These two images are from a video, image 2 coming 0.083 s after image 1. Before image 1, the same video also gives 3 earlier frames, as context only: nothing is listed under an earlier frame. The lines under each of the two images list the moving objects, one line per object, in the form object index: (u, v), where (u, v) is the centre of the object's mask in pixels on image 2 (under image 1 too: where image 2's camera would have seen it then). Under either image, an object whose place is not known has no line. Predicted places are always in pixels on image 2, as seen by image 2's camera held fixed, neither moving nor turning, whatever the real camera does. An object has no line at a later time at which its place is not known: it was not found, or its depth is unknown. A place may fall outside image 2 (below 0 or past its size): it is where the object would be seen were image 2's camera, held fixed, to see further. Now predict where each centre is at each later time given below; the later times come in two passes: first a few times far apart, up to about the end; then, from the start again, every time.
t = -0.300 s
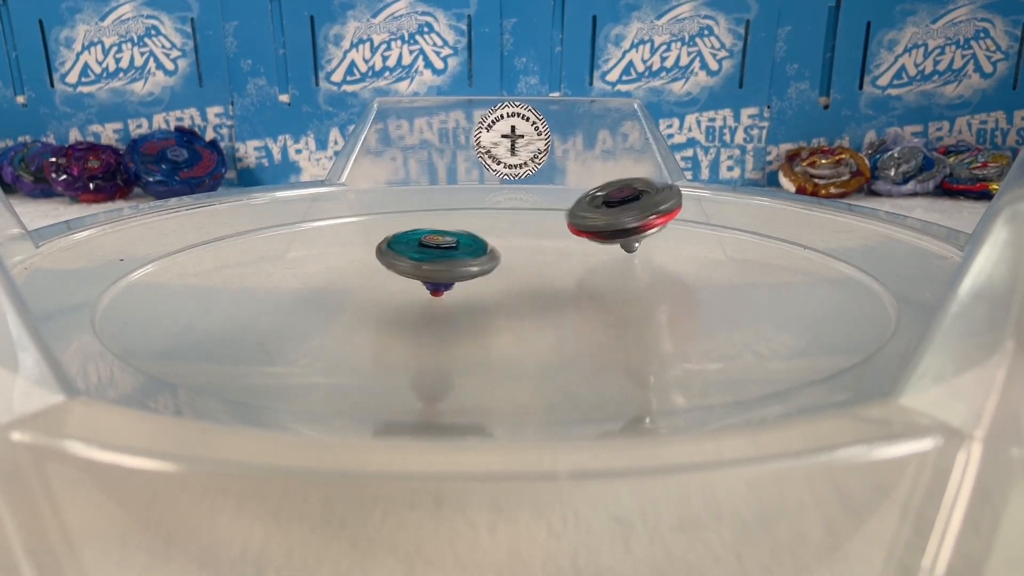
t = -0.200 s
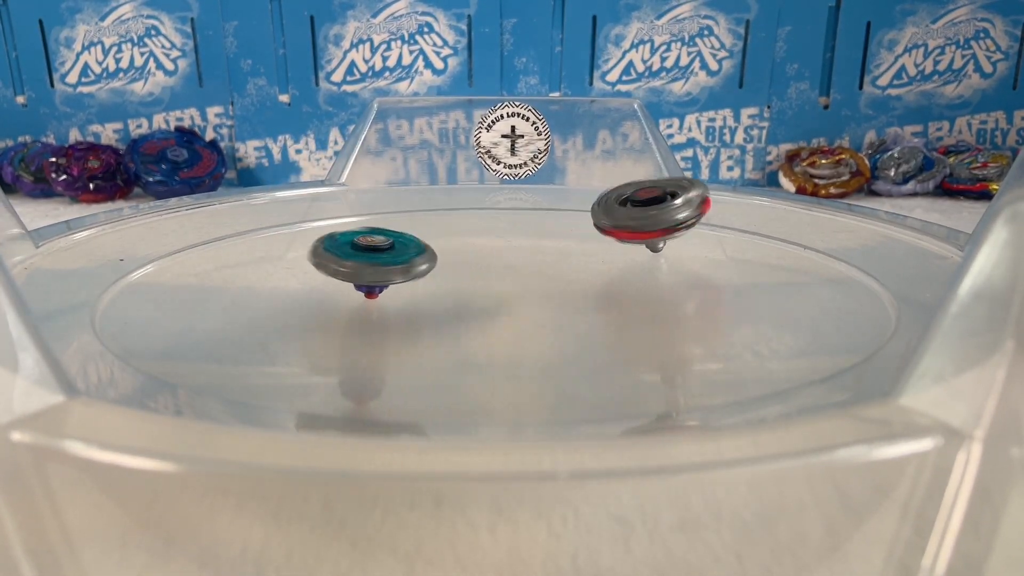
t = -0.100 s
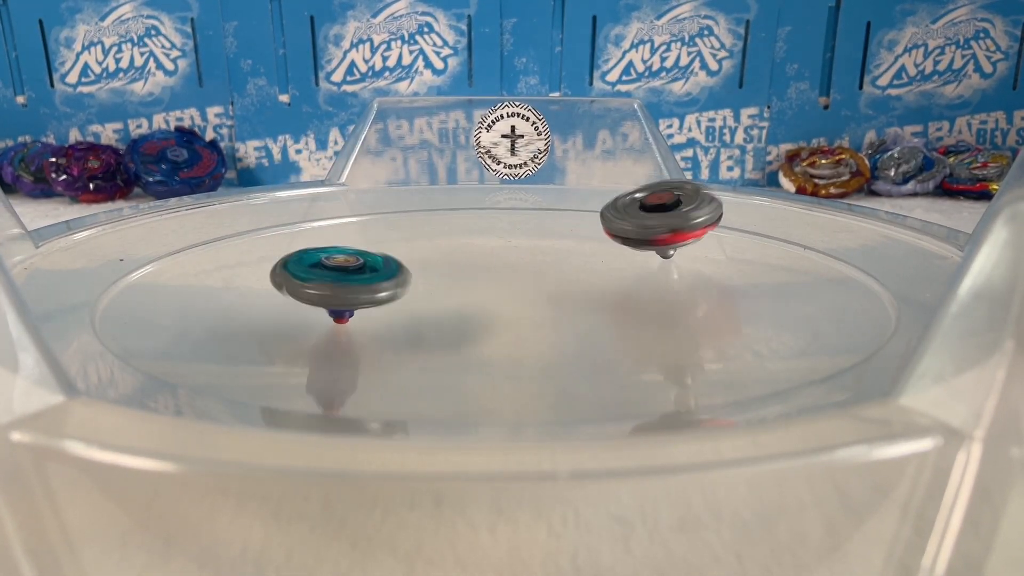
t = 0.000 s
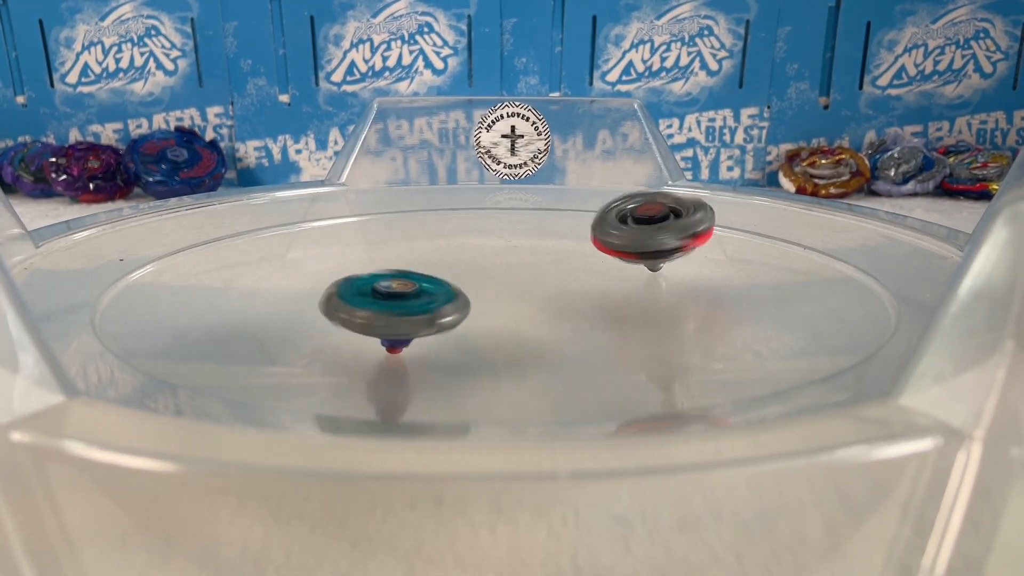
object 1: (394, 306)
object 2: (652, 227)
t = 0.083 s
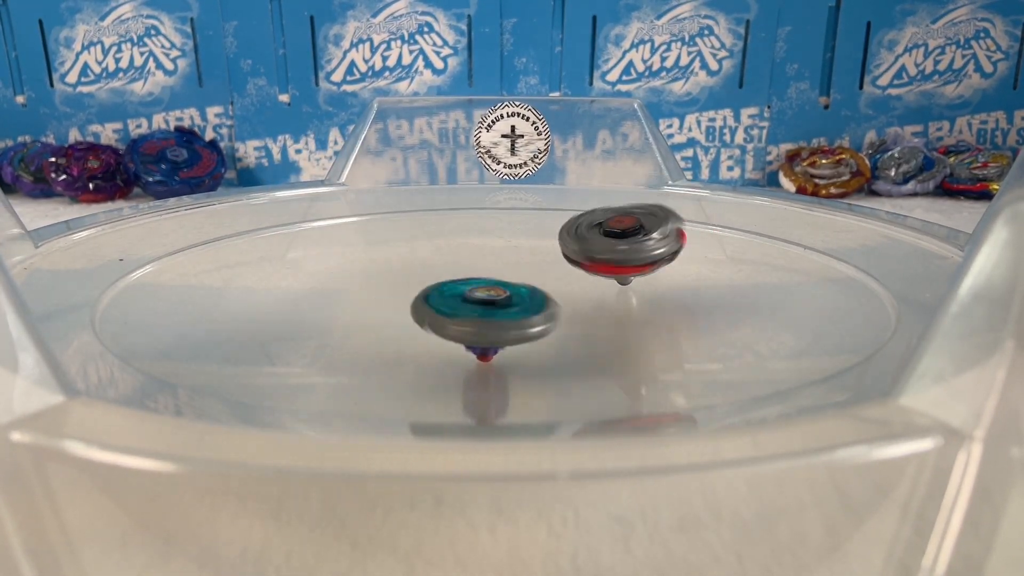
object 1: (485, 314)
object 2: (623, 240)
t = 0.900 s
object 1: (565, 275)
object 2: (292, 308)
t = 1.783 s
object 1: (516, 291)
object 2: (350, 310)
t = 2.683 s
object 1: (551, 266)
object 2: (728, 295)
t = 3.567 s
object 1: (653, 271)
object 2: (526, 228)
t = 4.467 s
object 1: (677, 276)
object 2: (275, 265)
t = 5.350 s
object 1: (531, 287)
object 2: (556, 331)
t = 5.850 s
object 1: (412, 330)
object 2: (697, 276)
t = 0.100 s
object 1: (504, 313)
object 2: (616, 243)
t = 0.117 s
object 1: (522, 311)
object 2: (608, 246)
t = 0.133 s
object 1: (539, 308)
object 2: (600, 247)
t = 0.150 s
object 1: (554, 304)
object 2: (594, 246)
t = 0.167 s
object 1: (559, 308)
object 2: (589, 240)
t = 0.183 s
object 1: (553, 310)
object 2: (598, 218)
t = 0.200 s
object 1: (547, 320)
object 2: (604, 193)
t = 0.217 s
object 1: (536, 341)
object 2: (607, 167)
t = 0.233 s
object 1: (528, 338)
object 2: (606, 141)
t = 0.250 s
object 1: (520, 337)
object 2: (601, 119)
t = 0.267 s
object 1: (511, 347)
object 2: (596, 105)
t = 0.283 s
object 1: (512, 354)
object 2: (588, 95)
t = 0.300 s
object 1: (518, 355)
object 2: (583, 90)
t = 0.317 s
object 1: (531, 357)
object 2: (576, 93)
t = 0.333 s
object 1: (552, 356)
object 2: (568, 101)
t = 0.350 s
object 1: (572, 354)
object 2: (562, 117)
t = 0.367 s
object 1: (601, 353)
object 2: (554, 138)
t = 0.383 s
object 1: (630, 351)
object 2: (546, 167)
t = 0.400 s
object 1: (663, 348)
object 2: (538, 202)
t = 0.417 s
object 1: (693, 335)
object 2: (532, 203)
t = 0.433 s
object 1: (722, 327)
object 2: (523, 202)
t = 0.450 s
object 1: (749, 329)
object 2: (517, 206)
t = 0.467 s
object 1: (771, 330)
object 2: (508, 218)
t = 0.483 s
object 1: (791, 324)
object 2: (500, 237)
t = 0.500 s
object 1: (805, 321)
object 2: (492, 249)
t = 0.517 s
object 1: (819, 316)
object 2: (486, 245)
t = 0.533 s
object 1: (827, 311)
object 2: (480, 249)
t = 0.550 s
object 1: (834, 307)
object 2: (473, 260)
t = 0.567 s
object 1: (834, 302)
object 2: (466, 280)
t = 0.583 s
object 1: (835, 298)
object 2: (458, 286)
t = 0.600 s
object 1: (832, 295)
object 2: (451, 287)
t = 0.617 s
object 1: (827, 291)
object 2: (444, 297)
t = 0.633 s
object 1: (820, 288)
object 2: (435, 307)
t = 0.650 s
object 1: (810, 286)
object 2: (428, 302)
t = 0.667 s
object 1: (800, 283)
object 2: (421, 305)
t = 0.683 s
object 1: (786, 281)
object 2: (413, 317)
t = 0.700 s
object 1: (774, 280)
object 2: (405, 316)
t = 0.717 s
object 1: (759, 279)
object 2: (397, 320)
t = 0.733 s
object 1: (745, 278)
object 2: (389, 319)
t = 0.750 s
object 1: (728, 276)
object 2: (380, 318)
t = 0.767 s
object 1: (712, 276)
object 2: (372, 324)
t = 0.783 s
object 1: (695, 275)
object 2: (363, 319)
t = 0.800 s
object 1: (677, 275)
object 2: (354, 322)
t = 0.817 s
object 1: (660, 275)
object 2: (344, 317)
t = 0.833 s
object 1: (641, 275)
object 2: (335, 318)
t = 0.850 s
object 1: (623, 275)
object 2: (325, 316)
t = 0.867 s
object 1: (603, 275)
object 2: (314, 313)
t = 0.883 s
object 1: (585, 275)
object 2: (303, 311)
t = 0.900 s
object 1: (565, 275)
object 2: (292, 308)
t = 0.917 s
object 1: (546, 275)
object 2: (283, 305)
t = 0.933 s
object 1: (526, 276)
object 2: (273, 302)
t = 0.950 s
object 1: (507, 277)
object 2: (263, 299)
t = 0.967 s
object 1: (488, 277)
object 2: (256, 296)
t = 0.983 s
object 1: (469, 278)
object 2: (247, 294)
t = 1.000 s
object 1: (450, 279)
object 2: (240, 292)
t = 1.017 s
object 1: (430, 280)
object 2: (232, 290)
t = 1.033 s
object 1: (413, 281)
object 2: (224, 287)
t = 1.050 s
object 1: (393, 283)
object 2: (217, 286)
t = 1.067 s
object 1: (378, 284)
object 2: (209, 283)
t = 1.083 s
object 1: (359, 286)
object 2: (203, 280)
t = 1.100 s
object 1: (348, 288)
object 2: (196, 279)
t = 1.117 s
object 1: (333, 289)
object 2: (188, 276)
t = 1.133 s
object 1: (326, 292)
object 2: (170, 270)
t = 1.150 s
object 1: (327, 290)
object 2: (136, 267)
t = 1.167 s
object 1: (333, 295)
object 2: (108, 261)
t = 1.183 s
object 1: (334, 294)
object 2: (95, 247)
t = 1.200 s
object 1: (338, 300)
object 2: (88, 242)
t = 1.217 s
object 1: (335, 300)
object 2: (84, 247)
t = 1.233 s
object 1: (336, 304)
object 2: (80, 250)
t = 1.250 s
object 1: (332, 306)
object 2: (77, 246)
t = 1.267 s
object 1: (331, 308)
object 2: (75, 249)
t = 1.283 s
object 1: (328, 311)
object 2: (71, 246)
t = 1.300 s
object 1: (327, 313)
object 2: (69, 247)
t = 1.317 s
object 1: (328, 316)
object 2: (69, 246)
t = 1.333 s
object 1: (329, 319)
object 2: (73, 248)
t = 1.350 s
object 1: (334, 321)
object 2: (75, 248)
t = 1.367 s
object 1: (338, 324)
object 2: (78, 249)
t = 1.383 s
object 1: (346, 327)
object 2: (81, 249)
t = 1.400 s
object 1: (354, 329)
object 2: (84, 250)
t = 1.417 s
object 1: (366, 332)
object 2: (89, 251)
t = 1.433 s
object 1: (378, 334)
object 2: (93, 252)
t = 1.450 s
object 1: (391, 334)
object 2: (99, 253)
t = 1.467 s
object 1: (406, 336)
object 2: (104, 255)
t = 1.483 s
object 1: (420, 337)
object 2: (114, 258)
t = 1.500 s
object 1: (436, 338)
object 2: (123, 269)
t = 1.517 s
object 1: (451, 337)
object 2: (135, 269)
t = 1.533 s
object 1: (467, 337)
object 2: (146, 273)
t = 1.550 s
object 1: (480, 336)
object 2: (159, 276)
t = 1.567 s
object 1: (493, 333)
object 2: (172, 279)
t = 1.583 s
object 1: (505, 332)
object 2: (186, 281)
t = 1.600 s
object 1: (514, 330)
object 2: (199, 284)
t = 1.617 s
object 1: (524, 327)
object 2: (214, 287)
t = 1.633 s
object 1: (529, 324)
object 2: (227, 290)
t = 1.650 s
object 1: (534, 320)
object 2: (242, 293)
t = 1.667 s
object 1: (536, 317)
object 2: (255, 295)
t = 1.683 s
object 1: (537, 313)
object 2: (269, 297)
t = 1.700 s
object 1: (538, 310)
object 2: (283, 300)
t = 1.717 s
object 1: (535, 306)
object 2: (297, 302)
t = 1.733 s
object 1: (533, 302)
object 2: (310, 305)
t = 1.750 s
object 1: (528, 298)
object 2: (324, 307)
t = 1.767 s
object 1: (522, 294)
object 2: (336, 309)
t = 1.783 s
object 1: (516, 291)
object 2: (350, 310)
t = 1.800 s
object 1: (507, 287)
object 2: (362, 312)
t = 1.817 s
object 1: (499, 284)
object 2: (375, 314)
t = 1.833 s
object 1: (488, 280)
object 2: (387, 316)
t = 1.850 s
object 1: (478, 276)
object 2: (399, 318)
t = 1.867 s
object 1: (468, 272)
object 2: (411, 319)
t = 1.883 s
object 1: (456, 269)
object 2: (423, 320)
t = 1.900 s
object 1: (446, 266)
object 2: (433, 321)
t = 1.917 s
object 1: (434, 264)
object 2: (446, 322)
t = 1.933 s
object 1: (422, 262)
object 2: (456, 323)
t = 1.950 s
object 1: (409, 261)
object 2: (468, 324)
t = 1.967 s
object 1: (397, 260)
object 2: (476, 324)
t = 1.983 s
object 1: (387, 262)
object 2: (488, 324)
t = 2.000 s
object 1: (375, 261)
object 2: (496, 325)
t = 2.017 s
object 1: (365, 261)
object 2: (508, 326)
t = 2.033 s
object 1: (354, 261)
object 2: (516, 326)
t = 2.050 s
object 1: (343, 261)
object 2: (526, 327)
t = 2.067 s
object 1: (334, 262)
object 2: (534, 326)
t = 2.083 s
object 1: (324, 263)
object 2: (545, 326)
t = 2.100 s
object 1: (316, 264)
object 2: (553, 327)
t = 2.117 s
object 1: (309, 266)
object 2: (563, 327)
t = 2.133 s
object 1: (302, 268)
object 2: (571, 327)
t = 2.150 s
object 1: (298, 271)
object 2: (581, 326)
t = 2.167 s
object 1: (293, 273)
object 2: (589, 325)
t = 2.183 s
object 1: (292, 277)
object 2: (598, 325)
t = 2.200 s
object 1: (292, 280)
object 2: (607, 326)
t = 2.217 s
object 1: (293, 284)
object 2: (615, 325)
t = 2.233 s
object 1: (298, 288)
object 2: (624, 325)
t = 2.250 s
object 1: (303, 292)
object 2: (630, 323)
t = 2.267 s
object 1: (310, 295)
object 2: (639, 323)
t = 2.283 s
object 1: (321, 299)
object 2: (645, 323)
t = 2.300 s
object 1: (331, 303)
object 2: (653, 322)
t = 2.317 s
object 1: (344, 306)
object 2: (659, 321)
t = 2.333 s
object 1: (359, 309)
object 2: (666, 320)
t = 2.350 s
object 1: (373, 312)
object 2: (672, 319)
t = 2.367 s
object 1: (390, 313)
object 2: (678, 319)
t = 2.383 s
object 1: (406, 315)
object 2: (685, 318)
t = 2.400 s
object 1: (421, 315)
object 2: (688, 317)
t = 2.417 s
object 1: (438, 316)
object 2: (695, 315)
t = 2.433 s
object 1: (453, 315)
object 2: (697, 314)
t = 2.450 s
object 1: (468, 314)
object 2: (703, 313)
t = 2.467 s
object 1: (483, 313)
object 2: (706, 313)
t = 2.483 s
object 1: (495, 311)
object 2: (710, 311)
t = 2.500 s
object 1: (508, 308)
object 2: (714, 310)
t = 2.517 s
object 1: (521, 306)
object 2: (715, 309)
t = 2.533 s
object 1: (529, 303)
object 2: (720, 307)
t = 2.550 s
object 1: (538, 298)
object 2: (720, 307)
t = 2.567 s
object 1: (545, 295)
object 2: (724, 305)
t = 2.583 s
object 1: (549, 291)
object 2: (724, 304)
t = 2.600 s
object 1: (554, 286)
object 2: (725, 302)
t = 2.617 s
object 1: (556, 282)
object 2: (726, 300)
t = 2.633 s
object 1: (556, 277)
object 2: (726, 300)
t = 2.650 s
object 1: (556, 274)
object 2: (728, 298)
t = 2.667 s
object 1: (554, 270)
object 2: (727, 297)
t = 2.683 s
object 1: (551, 266)
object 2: (728, 295)
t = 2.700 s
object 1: (548, 262)
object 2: (726, 293)
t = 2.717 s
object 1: (543, 258)
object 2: (726, 292)
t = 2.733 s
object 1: (538, 255)
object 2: (726, 290)
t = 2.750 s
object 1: (533, 252)
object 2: (723, 289)
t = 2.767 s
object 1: (526, 249)
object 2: (724, 287)
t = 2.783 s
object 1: (518, 246)
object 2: (720, 285)
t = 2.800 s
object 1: (511, 244)
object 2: (719, 284)
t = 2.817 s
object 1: (503, 243)
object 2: (718, 282)
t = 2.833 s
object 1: (494, 240)
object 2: (715, 281)
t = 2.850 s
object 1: (485, 240)
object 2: (713, 279)
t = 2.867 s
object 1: (475, 239)
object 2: (709, 277)
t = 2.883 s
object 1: (466, 238)
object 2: (708, 276)
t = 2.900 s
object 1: (458, 238)
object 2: (705, 274)
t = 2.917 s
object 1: (448, 239)
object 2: (702, 272)
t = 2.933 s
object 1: (438, 239)
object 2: (699, 271)
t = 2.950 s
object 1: (430, 241)
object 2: (695, 269)
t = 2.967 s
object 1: (421, 243)
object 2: (692, 268)
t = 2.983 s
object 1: (413, 244)
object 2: (689, 266)
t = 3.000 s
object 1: (407, 247)
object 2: (685, 265)
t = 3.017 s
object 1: (400, 250)
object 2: (682, 263)
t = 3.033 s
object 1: (395, 253)
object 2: (677, 262)
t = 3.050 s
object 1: (392, 257)
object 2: (674, 260)
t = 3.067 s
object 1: (389, 261)
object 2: (670, 258)
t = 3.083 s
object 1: (387, 265)
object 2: (666, 257)
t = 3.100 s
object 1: (388, 269)
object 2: (662, 255)
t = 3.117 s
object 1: (390, 274)
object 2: (657, 254)
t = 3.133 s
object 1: (392, 278)
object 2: (654, 253)
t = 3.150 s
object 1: (397, 282)
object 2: (649, 251)
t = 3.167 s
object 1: (404, 286)
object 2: (645, 250)
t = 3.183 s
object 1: (410, 290)
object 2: (640, 248)
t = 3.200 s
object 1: (419, 294)
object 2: (636, 247)
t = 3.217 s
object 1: (430, 297)
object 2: (631, 246)
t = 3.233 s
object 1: (440, 301)
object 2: (626, 245)
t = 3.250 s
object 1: (452, 303)
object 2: (621, 244)
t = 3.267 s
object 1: (467, 305)
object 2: (617, 242)
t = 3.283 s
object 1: (480, 308)
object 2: (612, 241)
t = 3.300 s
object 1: (494, 308)
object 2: (607, 240)
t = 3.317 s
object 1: (510, 309)
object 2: (603, 239)
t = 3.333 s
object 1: (526, 309)
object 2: (598, 237)
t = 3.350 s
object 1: (540, 308)
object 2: (593, 237)
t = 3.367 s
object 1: (554, 307)
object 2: (588, 235)
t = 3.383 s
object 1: (569, 306)
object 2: (583, 234)
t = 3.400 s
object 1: (582, 304)
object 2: (578, 233)
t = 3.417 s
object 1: (594, 301)
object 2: (573, 232)
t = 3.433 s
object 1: (606, 298)
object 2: (567, 232)
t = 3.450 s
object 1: (616, 295)
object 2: (562, 231)
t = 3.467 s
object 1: (624, 292)
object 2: (557, 231)
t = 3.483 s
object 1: (632, 288)
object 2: (552, 230)
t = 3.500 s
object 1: (640, 285)
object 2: (547, 230)
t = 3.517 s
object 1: (644, 281)
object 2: (541, 230)
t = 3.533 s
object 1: (648, 278)
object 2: (536, 229)
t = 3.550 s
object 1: (651, 274)
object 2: (531, 228)
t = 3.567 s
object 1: (653, 271)
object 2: (526, 228)
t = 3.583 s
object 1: (652, 267)
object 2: (520, 228)
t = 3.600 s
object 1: (651, 264)
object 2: (515, 228)
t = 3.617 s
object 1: (649, 261)
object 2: (509, 228)
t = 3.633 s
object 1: (645, 258)
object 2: (504, 227)
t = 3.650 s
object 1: (639, 256)
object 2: (498, 227)
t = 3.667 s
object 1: (633, 254)
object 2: (493, 227)
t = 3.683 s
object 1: (627, 252)
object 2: (487, 227)
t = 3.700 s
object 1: (618, 251)
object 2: (481, 227)
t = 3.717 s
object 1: (609, 249)
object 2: (476, 227)
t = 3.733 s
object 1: (600, 249)
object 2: (471, 228)
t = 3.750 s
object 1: (591, 249)
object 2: (465, 229)
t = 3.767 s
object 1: (579, 249)
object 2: (459, 229)
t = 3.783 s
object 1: (569, 249)
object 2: (454, 229)
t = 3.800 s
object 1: (563, 250)
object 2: (445, 229)
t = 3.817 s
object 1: (555, 252)
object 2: (438, 229)
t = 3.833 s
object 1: (545, 253)
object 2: (430, 229)
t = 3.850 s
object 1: (541, 255)
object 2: (419, 229)
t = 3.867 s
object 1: (545, 257)
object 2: (403, 227)
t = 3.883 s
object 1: (545, 260)
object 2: (387, 226)
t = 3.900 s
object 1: (545, 262)
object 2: (373, 225)
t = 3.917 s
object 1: (545, 264)
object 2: (362, 224)
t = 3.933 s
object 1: (544, 267)
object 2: (351, 223)
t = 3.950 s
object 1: (543, 270)
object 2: (342, 222)
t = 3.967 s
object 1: (543, 273)
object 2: (334, 222)
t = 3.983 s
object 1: (545, 276)
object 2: (328, 222)
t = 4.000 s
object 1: (545, 279)
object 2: (322, 220)
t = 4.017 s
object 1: (547, 282)
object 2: (317, 220)
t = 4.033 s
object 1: (551, 285)
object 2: (312, 221)
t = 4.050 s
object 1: (555, 288)
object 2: (308, 221)
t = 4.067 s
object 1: (559, 290)
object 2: (304, 220)
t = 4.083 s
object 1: (565, 292)
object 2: (300, 221)
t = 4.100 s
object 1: (573, 293)
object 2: (296, 223)
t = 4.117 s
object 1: (579, 295)
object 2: (293, 223)
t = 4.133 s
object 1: (586, 296)
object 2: (290, 223)
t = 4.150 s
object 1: (595, 297)
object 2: (287, 225)
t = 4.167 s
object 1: (604, 298)
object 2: (285, 226)
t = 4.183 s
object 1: (612, 298)
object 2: (283, 227)
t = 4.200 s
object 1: (620, 297)
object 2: (281, 228)
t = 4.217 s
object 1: (630, 297)
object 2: (279, 230)
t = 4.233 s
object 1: (639, 297)
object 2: (278, 232)
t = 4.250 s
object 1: (647, 296)
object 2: (276, 234)
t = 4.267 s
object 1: (654, 294)
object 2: (274, 235)
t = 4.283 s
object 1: (663, 293)
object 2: (273, 237)
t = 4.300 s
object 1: (670, 292)
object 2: (273, 240)
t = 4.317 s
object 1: (675, 291)
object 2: (272, 242)
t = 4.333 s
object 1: (680, 288)
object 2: (271, 244)
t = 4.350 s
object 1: (686, 287)
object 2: (271, 247)
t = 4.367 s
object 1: (689, 285)
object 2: (272, 250)
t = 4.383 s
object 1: (690, 283)
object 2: (272, 252)
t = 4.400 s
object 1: (690, 281)
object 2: (272, 254)
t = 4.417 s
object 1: (690, 280)
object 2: (273, 258)
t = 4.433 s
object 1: (688, 279)
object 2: (274, 261)
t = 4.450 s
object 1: (683, 278)
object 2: (275, 263)
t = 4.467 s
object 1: (677, 276)
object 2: (275, 265)
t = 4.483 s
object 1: (672, 276)
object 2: (277, 269)
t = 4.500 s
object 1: (664, 276)
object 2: (280, 272)
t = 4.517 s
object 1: (655, 276)
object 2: (281, 274)
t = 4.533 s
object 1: (644, 276)
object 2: (282, 277)
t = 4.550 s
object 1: (635, 277)
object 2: (285, 280)
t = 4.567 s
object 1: (625, 278)
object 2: (288, 283)
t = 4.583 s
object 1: (614, 280)
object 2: (290, 285)
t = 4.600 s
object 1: (602, 281)
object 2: (291, 288)
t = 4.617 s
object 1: (592, 283)
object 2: (294, 291)
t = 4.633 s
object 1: (582, 285)
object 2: (298, 294)
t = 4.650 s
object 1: (571, 288)
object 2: (300, 296)
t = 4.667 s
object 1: (560, 290)
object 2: (302, 298)
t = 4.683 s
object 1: (551, 293)
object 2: (305, 301)
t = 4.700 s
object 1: (543, 296)
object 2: (310, 304)
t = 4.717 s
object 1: (534, 299)
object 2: (313, 306)
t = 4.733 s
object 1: (525, 301)
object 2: (316, 308)
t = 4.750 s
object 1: (518, 304)
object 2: (320, 311)
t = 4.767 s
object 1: (513, 306)
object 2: (325, 313)
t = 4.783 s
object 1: (507, 310)
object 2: (331, 316)
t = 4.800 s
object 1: (502, 312)
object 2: (335, 318)
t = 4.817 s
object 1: (498, 315)
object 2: (339, 320)
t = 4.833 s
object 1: (498, 317)
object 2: (346, 322)
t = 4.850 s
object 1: (501, 320)
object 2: (349, 324)
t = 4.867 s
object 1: (505, 320)
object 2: (345, 325)
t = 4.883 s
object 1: (508, 322)
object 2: (342, 327)
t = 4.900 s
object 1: (512, 323)
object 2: (342, 328)
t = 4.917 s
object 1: (517, 324)
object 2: (346, 329)
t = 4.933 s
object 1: (522, 326)
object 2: (351, 332)
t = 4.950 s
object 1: (526, 327)
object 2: (353, 333)
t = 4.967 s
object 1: (530, 328)
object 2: (356, 333)
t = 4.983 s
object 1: (536, 329)
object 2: (363, 334)
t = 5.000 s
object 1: (543, 330)
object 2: (371, 335)
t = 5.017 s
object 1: (549, 330)
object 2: (378, 337)
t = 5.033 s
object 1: (556, 330)
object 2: (384, 336)
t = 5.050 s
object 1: (562, 330)
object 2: (392, 337)
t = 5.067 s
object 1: (570, 330)
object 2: (402, 338)
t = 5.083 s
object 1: (578, 329)
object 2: (410, 338)
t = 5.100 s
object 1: (584, 328)
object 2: (419, 338)
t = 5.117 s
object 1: (591, 327)
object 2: (427, 339)
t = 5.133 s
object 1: (597, 326)
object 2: (438, 339)
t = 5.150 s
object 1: (602, 324)
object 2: (447, 339)
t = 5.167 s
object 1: (605, 322)
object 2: (456, 339)
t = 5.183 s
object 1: (608, 320)
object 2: (467, 339)
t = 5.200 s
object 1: (609, 317)
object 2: (475, 340)
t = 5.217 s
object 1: (611, 316)
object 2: (484, 338)
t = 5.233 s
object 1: (611, 312)
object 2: (494, 338)
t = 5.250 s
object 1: (608, 307)
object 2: (504, 337)
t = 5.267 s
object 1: (603, 300)
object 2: (514, 337)
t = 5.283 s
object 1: (601, 297)
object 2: (522, 335)
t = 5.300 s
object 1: (590, 293)
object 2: (531, 335)
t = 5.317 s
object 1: (568, 288)
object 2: (540, 334)
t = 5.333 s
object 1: (553, 287)
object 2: (548, 333)
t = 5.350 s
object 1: (531, 287)
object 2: (556, 331)
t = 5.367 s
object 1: (514, 289)
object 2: (564, 331)
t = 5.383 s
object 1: (501, 292)
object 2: (573, 331)
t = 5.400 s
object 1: (494, 294)
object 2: (581, 329)
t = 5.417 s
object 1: (484, 299)
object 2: (589, 327)
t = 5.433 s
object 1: (479, 302)
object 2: (598, 326)
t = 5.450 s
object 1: (473, 302)
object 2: (605, 325)
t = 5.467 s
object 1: (464, 302)
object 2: (610, 324)
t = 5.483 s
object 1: (455, 303)
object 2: (618, 322)
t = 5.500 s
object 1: (446, 303)
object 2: (625, 320)
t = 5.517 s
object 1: (435, 304)
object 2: (632, 318)
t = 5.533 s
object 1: (425, 304)
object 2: (638, 317)
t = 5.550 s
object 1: (415, 305)
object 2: (643, 316)
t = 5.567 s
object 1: (407, 306)
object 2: (648, 314)
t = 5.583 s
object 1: (400, 307)
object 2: (654, 312)
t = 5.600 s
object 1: (392, 308)
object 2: (659, 310)
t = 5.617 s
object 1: (386, 309)
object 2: (666, 307)
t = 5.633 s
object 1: (380, 311)
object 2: (670, 305)
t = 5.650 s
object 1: (374, 312)
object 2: (672, 303)
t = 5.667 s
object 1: (370, 314)
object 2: (676, 302)
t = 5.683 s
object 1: (368, 314)
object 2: (680, 299)
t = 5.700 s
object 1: (367, 316)
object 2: (684, 297)
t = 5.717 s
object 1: (367, 318)
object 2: (687, 294)
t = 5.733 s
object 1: (368, 320)
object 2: (690, 292)
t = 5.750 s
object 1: (370, 322)
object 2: (691, 290)
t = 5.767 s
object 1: (373, 323)
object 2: (692, 287)
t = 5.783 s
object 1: (378, 325)
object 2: (694, 286)
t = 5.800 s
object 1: (385, 326)
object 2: (696, 283)
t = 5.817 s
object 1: (393, 327)
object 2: (697, 280)
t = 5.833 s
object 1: (402, 329)
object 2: (697, 278)
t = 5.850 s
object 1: (412, 330)
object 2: (697, 276)
